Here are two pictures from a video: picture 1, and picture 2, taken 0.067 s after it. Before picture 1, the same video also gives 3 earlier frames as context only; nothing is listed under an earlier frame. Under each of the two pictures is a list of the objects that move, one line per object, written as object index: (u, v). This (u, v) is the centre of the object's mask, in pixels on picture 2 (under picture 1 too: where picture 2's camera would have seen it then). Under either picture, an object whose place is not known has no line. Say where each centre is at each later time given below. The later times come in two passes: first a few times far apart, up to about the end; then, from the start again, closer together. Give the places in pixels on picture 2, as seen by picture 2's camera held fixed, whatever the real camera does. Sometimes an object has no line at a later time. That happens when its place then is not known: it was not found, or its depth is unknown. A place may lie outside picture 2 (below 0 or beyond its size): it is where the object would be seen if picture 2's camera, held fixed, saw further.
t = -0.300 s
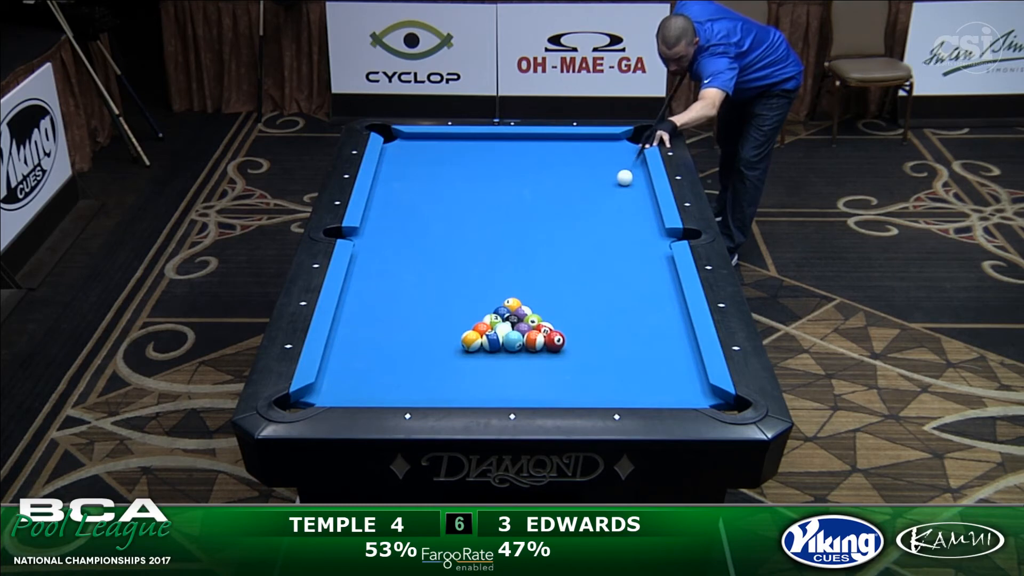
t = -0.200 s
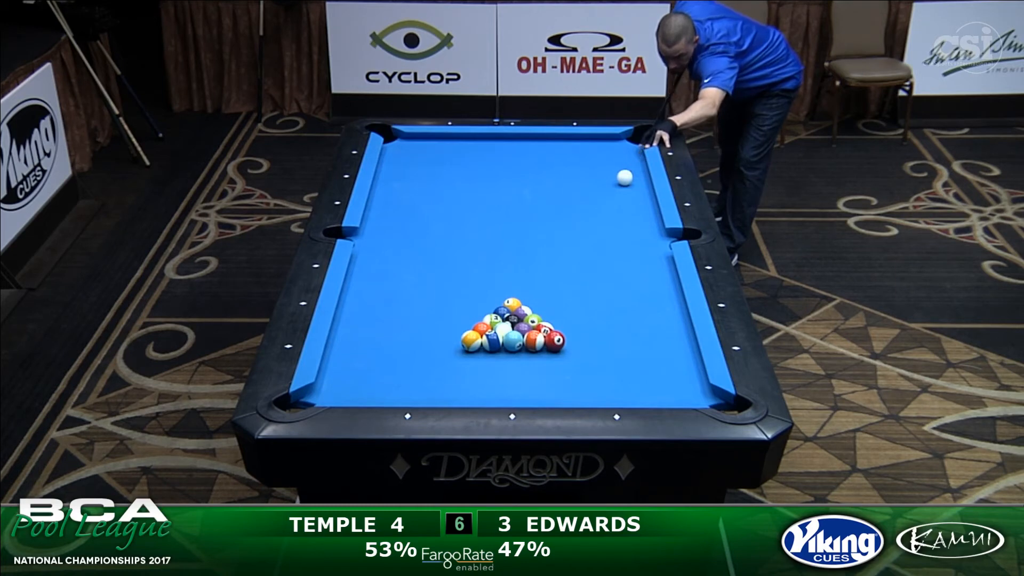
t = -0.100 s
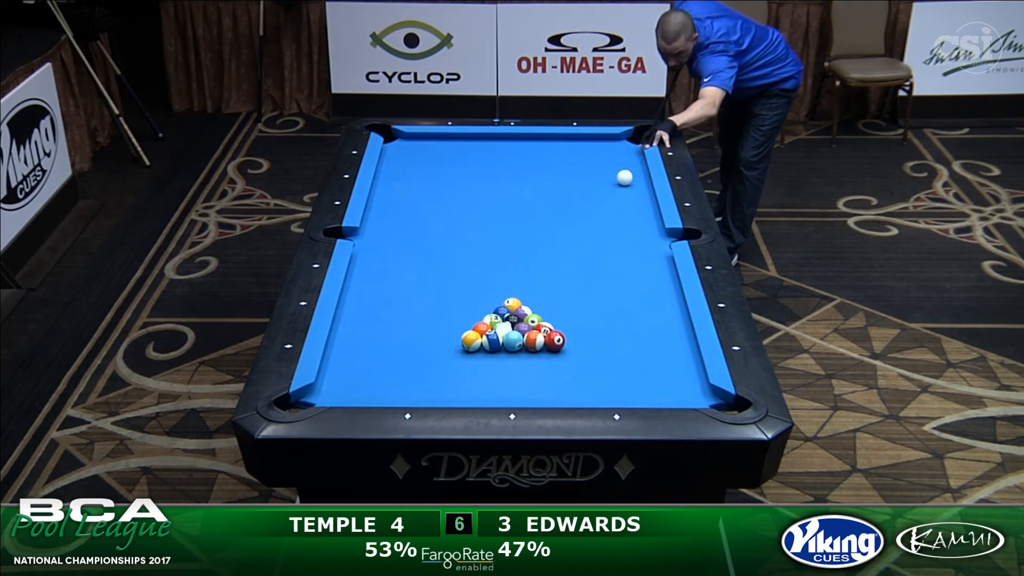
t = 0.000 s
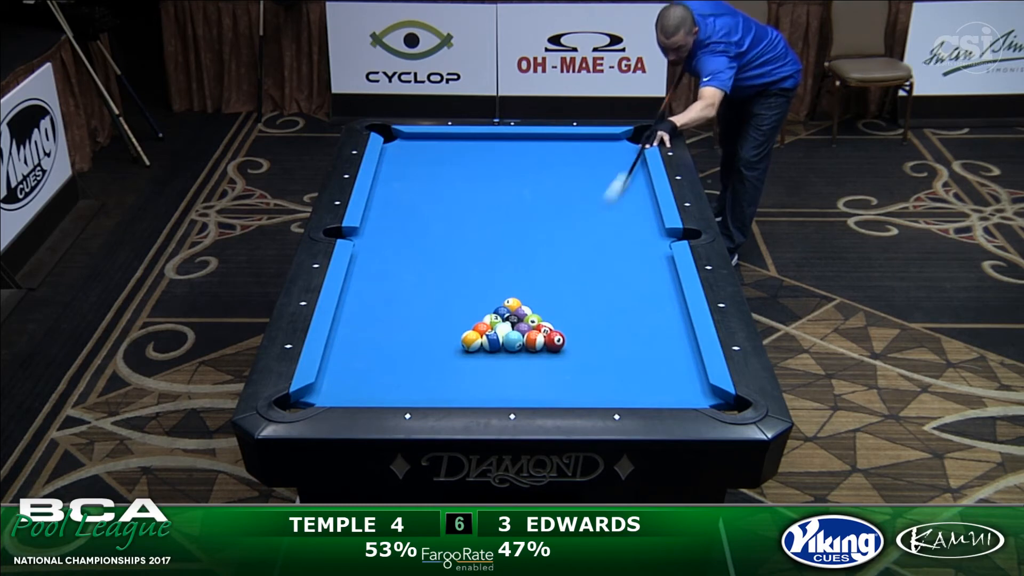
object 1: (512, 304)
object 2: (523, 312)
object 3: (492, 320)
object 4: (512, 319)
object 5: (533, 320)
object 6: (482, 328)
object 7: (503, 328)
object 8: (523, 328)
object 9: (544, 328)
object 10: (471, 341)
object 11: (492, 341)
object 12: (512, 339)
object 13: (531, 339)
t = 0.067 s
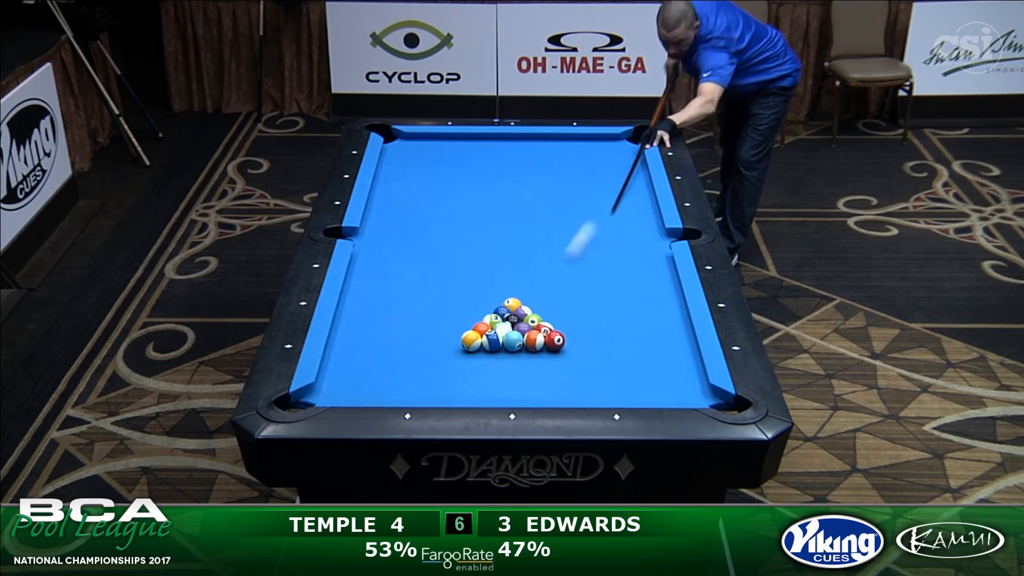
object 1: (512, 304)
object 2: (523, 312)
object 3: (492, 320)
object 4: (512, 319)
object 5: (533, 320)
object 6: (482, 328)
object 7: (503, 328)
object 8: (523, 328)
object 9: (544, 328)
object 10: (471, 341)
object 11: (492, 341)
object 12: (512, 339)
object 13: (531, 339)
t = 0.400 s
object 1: (506, 300)
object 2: (544, 309)
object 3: (402, 314)
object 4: (517, 309)
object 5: (538, 322)
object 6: (345, 322)
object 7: (508, 322)
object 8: (525, 333)
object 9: (559, 339)
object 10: (379, 386)
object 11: (420, 374)
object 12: (523, 378)
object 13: (605, 382)
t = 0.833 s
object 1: (496, 288)
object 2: (566, 306)
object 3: (393, 297)
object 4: (527, 300)
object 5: (515, 308)
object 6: (460, 316)
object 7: (478, 298)
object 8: (534, 335)
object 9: (581, 348)
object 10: (356, 332)
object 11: (381, 312)
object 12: (501, 333)
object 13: (664, 361)
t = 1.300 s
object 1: (486, 271)
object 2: (589, 299)
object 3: (440, 249)
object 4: (538, 289)
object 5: (485, 284)
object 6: (578, 311)
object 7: (447, 273)
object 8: (549, 343)
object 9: (601, 356)
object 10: (414, 284)
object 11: (351, 292)
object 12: (466, 314)
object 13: (670, 332)
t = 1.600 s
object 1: (481, 264)
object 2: (610, 290)
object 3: (452, 219)
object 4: (545, 284)
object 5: (470, 275)
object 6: (628, 316)
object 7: (459, 260)
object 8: (557, 346)
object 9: (611, 361)
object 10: (430, 262)
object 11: (368, 281)
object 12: (447, 304)
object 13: (654, 315)
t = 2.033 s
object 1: (485, 255)
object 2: (640, 278)
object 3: (466, 183)
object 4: (553, 277)
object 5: (450, 265)
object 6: (629, 319)
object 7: (482, 238)
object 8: (565, 350)
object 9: (623, 365)
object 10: (433, 239)
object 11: (391, 266)
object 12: (422, 291)
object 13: (663, 298)
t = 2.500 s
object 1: (492, 248)
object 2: (666, 265)
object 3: (479, 151)
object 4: (559, 272)
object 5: (431, 256)
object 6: (629, 320)
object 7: (501, 221)
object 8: (569, 352)
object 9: (629, 368)
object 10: (435, 217)
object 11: (411, 253)
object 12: (402, 279)
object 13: (633, 285)
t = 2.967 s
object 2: (648, 259)
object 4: (561, 269)
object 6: (629, 319)
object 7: (517, 204)
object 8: (569, 352)
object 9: (631, 368)
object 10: (438, 200)
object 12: (385, 270)
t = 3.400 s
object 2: (635, 255)
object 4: (562, 269)
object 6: (629, 320)
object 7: (529, 192)
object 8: (569, 352)
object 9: (631, 368)
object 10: (441, 187)
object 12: (373, 264)
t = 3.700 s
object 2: (630, 254)
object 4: (562, 269)
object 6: (629, 320)
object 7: (537, 185)
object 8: (569, 352)
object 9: (631, 368)
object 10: (443, 179)
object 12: (366, 261)
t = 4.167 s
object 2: (625, 252)
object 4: (562, 269)
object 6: (629, 320)
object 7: (547, 175)
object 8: (569, 352)
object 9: (631, 368)
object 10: (445, 168)
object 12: (360, 257)
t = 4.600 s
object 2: (625, 251)
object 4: (562, 269)
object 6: (629, 319)
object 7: (555, 168)
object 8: (569, 352)
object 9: (631, 368)
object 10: (448, 161)
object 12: (361, 255)
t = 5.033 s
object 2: (625, 251)
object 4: (562, 268)
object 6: (629, 319)
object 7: (562, 163)
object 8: (569, 352)
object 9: (631, 368)
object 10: (451, 155)
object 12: (361, 255)
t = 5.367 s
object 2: (625, 252)
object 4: (562, 268)
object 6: (629, 319)
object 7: (565, 160)
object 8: (569, 352)
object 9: (630, 368)
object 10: (452, 151)
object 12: (361, 255)
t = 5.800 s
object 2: (625, 251)
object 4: (562, 268)
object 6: (629, 319)
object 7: (569, 157)
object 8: (569, 352)
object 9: (630, 369)
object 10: (452, 148)
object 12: (361, 255)
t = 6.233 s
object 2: (625, 251)
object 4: (562, 268)
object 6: (629, 319)
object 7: (571, 156)
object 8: (569, 352)
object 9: (630, 369)
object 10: (452, 146)
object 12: (361, 255)
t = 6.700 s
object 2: (625, 252)
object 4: (562, 268)
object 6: (629, 319)
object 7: (571, 155)
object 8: (569, 352)
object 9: (630, 369)
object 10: (452, 146)
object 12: (361, 255)
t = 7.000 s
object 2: (625, 251)
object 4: (562, 268)
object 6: (629, 319)
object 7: (571, 155)
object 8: (569, 352)
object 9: (630, 369)
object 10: (452, 147)
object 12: (361, 255)
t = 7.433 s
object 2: (625, 252)
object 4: (562, 268)
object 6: (629, 319)
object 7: (571, 155)
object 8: (569, 352)
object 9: (630, 369)
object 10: (452, 147)
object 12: (361, 255)
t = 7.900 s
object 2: (625, 251)
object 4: (562, 268)
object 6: (629, 319)
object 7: (571, 155)
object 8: (569, 352)
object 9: (630, 369)
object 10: (452, 147)
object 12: (361, 255)
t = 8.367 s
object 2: (625, 252)
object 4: (562, 268)
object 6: (629, 319)
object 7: (571, 155)
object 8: (569, 352)
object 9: (630, 369)
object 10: (452, 147)
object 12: (361, 255)
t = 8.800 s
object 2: (625, 252)
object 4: (562, 268)
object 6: (629, 319)
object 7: (571, 155)
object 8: (569, 352)
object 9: (630, 369)
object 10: (452, 147)
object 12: (361, 255)
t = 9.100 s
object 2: (625, 252)
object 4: (562, 268)
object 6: (629, 319)
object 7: (571, 155)
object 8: (569, 352)
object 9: (630, 369)
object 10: (452, 147)
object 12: (361, 255)
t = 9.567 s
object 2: (625, 252)
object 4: (562, 268)
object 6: (629, 319)
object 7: (571, 155)
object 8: (569, 352)
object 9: (630, 369)
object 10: (452, 147)
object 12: (361, 255)
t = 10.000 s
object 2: (625, 252)
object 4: (562, 269)
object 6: (629, 319)
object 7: (571, 155)
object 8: (569, 352)
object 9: (630, 369)
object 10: (452, 147)
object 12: (361, 255)
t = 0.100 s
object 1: (512, 304)
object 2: (523, 312)
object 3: (492, 320)
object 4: (512, 319)
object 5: (533, 320)
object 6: (482, 328)
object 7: (503, 328)
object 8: (523, 328)
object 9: (544, 328)
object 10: (471, 341)
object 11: (492, 341)
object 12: (512, 339)
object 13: (531, 339)
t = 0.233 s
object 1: (510, 303)
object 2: (532, 310)
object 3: (455, 319)
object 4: (515, 316)
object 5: (535, 321)
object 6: (424, 327)
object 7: (505, 329)
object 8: (524, 333)
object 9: (549, 335)
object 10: (431, 366)
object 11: (457, 375)
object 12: (520, 372)
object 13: (566, 352)
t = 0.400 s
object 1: (506, 300)
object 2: (544, 309)
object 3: (402, 314)
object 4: (517, 309)
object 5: (538, 322)
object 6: (345, 322)
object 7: (508, 322)
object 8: (525, 333)
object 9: (559, 339)
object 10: (379, 386)
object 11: (420, 374)
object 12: (523, 378)
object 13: (605, 382)
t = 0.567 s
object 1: (502, 296)
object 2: (552, 308)
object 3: (351, 308)
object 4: (521, 305)
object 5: (540, 321)
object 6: (387, 320)
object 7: (511, 317)
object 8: (526, 332)
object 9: (568, 343)
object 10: (351, 364)
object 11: (403, 347)
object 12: (520, 351)
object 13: (636, 386)
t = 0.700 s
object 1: (499, 290)
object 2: (560, 304)
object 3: (367, 305)
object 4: (522, 301)
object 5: (522, 315)
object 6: (424, 318)
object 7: (498, 308)
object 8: (530, 332)
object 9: (575, 346)
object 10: (336, 347)
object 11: (392, 325)
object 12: (512, 339)
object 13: (652, 376)
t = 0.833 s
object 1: (496, 288)
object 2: (566, 306)
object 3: (393, 297)
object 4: (527, 300)
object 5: (515, 308)
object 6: (460, 316)
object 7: (478, 298)
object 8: (534, 335)
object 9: (581, 348)
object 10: (356, 332)
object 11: (381, 312)
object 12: (501, 333)
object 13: (664, 361)
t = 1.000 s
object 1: (492, 283)
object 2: (573, 305)
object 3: (420, 282)
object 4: (530, 292)
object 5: (504, 296)
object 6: (504, 313)
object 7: (456, 286)
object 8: (540, 338)
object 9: (589, 352)
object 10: (378, 314)
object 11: (367, 303)
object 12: (488, 326)
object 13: (681, 352)
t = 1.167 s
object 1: (488, 276)
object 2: (580, 303)
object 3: (434, 264)
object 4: (535, 292)
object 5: (493, 290)
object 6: (546, 311)
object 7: (447, 277)
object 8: (545, 341)
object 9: (596, 354)
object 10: (398, 297)
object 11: (357, 297)
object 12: (475, 319)
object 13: (682, 340)
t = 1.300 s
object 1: (486, 271)
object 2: (589, 299)
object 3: (440, 249)
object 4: (538, 289)
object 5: (485, 284)
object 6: (578, 311)
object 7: (447, 273)
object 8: (549, 343)
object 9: (601, 356)
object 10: (414, 284)
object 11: (351, 292)
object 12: (466, 314)
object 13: (670, 332)
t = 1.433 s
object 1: (484, 268)
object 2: (597, 296)
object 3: (445, 235)
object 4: (541, 287)
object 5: (478, 280)
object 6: (604, 314)
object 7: (447, 268)
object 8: (552, 345)
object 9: (606, 358)
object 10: (428, 273)
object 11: (359, 287)
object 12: (457, 310)
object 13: (659, 324)
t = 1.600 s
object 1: (481, 264)
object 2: (610, 290)
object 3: (452, 219)
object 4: (545, 284)
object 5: (470, 275)
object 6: (628, 316)
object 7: (459, 260)
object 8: (557, 346)
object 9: (611, 361)
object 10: (430, 262)
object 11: (368, 281)
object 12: (447, 304)
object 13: (654, 315)
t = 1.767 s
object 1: (481, 259)
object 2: (622, 286)
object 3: (458, 205)
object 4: (548, 281)
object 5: (462, 271)
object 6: (628, 318)
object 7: (468, 252)
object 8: (560, 348)
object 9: (616, 362)
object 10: (432, 253)
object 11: (378, 275)
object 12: (437, 298)
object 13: (671, 308)
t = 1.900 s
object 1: (483, 257)
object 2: (632, 281)
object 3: (462, 194)
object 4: (550, 279)
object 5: (456, 268)
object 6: (629, 319)
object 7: (475, 245)
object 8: (563, 349)
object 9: (620, 364)
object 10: (432, 246)
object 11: (385, 270)
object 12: (429, 295)
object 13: (673, 303)
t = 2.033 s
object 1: (485, 255)
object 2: (640, 278)
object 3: (466, 183)
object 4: (553, 277)
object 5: (450, 265)
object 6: (629, 319)
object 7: (482, 238)
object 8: (565, 350)
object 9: (623, 365)
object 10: (433, 239)
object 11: (391, 266)
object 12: (422, 291)
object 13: (663, 298)
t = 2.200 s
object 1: (488, 252)
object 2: (651, 273)
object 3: (471, 170)
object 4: (555, 275)
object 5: (443, 262)
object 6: (630, 320)
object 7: (489, 233)
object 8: (567, 352)
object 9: (626, 367)
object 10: (434, 231)
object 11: (399, 261)
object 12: (415, 286)
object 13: (652, 293)
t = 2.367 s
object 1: (490, 250)
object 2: (661, 269)
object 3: (476, 159)
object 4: (557, 273)
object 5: (436, 258)
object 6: (629, 320)
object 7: (495, 226)
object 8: (569, 352)
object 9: (628, 367)
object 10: (435, 223)
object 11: (406, 257)
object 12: (407, 282)
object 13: (641, 289)
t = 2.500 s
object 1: (492, 248)
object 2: (666, 265)
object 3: (479, 151)
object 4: (559, 272)
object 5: (431, 256)
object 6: (629, 320)
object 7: (501, 221)
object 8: (569, 352)
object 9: (629, 368)
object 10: (435, 217)
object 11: (411, 253)
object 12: (402, 279)
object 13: (633, 285)
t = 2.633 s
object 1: (494, 247)
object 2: (660, 263)
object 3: (482, 142)
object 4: (560, 271)
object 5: (429, 254)
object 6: (629, 320)
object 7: (506, 215)
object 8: (569, 353)
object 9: (630, 368)
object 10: (436, 212)
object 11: (413, 250)
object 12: (396, 276)
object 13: (626, 282)
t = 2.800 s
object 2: (653, 262)
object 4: (561, 270)
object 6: (629, 320)
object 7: (511, 210)
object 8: (569, 353)
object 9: (631, 369)
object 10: (437, 206)
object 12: (390, 273)
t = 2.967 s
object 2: (648, 259)
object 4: (561, 269)
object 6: (629, 319)
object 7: (517, 204)
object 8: (569, 352)
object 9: (631, 368)
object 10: (438, 200)
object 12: (385, 270)
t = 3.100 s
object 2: (643, 258)
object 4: (562, 269)
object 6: (629, 320)
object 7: (521, 201)
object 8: (569, 352)
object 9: (631, 368)
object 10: (439, 196)
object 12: (381, 268)
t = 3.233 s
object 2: (639, 257)
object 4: (562, 269)
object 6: (629, 320)
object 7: (525, 196)
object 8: (569, 352)
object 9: (631, 368)
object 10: (440, 192)
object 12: (377, 266)
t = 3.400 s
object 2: (635, 255)
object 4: (562, 269)
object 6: (629, 320)
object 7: (529, 192)
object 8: (569, 352)
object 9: (631, 368)
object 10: (441, 187)
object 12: (373, 264)
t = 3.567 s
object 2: (632, 254)
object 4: (562, 269)
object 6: (629, 320)
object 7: (534, 188)
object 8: (569, 352)
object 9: (631, 368)
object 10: (442, 182)
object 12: (369, 262)
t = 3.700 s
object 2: (630, 254)
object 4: (562, 269)
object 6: (629, 320)
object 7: (537, 185)
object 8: (569, 352)
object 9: (631, 368)
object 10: (443, 179)
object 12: (366, 261)
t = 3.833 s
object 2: (628, 253)
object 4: (562, 269)
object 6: (629, 320)
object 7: (540, 182)
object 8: (569, 352)
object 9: (631, 368)
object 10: (443, 176)
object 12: (364, 259)
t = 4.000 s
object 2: (626, 252)
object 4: (562, 269)
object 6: (629, 320)
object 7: (544, 178)
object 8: (569, 352)
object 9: (631, 368)
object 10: (444, 172)
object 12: (361, 257)
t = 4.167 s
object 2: (625, 252)
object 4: (562, 269)
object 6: (629, 320)
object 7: (547, 175)
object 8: (569, 352)
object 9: (631, 368)
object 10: (445, 168)
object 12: (360, 257)
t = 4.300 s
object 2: (624, 252)
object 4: (562, 269)
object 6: (629, 320)
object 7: (549, 173)
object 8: (569, 352)
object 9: (631, 368)
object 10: (446, 166)
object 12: (360, 256)
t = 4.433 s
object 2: (624, 251)
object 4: (562, 269)
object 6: (629, 319)
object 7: (552, 171)
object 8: (569, 352)
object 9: (631, 368)
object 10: (447, 163)
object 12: (361, 255)
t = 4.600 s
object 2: (625, 251)
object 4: (562, 269)
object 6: (629, 319)
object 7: (555, 168)
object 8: (569, 352)
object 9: (631, 368)
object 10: (448, 161)
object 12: (361, 255)
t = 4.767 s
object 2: (625, 251)
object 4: (562, 268)
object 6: (629, 319)
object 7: (558, 166)
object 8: (569, 352)
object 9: (631, 368)
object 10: (449, 159)
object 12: (361, 255)
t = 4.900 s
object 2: (625, 251)
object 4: (562, 268)
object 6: (629, 319)
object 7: (560, 164)
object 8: (569, 352)
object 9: (631, 368)
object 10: (450, 157)
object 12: (361, 255)
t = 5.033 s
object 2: (625, 251)
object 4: (562, 268)
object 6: (629, 319)
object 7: (562, 163)
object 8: (569, 352)
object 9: (631, 368)
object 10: (451, 155)
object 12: (361, 255)
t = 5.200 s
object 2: (625, 251)
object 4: (562, 268)
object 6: (629, 319)
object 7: (563, 162)
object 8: (569, 352)
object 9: (631, 368)
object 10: (451, 153)
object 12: (361, 255)
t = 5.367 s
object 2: (625, 252)
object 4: (562, 268)
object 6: (629, 319)
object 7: (565, 160)
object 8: (569, 352)
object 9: (630, 368)
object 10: (452, 151)
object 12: (361, 255)
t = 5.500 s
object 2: (625, 252)
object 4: (562, 268)
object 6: (629, 319)
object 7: (566, 159)
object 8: (569, 352)
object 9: (630, 368)
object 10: (452, 150)
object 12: (361, 255)
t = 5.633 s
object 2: (625, 252)
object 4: (562, 268)
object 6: (629, 319)
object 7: (568, 158)
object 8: (569, 352)
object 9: (630, 369)
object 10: (452, 149)
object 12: (361, 255)
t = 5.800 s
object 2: (625, 251)
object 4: (562, 268)
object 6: (629, 319)
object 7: (569, 157)
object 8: (569, 352)
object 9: (630, 369)
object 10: (452, 148)
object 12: (361, 255)
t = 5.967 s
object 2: (625, 251)
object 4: (562, 268)
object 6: (629, 319)
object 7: (570, 156)
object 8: (569, 352)
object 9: (630, 369)
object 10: (452, 148)
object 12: (361, 255)
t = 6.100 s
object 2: (625, 252)
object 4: (562, 268)
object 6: (629, 319)
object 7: (570, 156)
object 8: (569, 352)
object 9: (630, 369)
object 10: (452, 147)
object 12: (361, 255)
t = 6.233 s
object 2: (625, 251)
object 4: (562, 268)
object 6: (629, 319)
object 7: (571, 156)
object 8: (569, 352)
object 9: (630, 369)
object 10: (452, 146)
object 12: (361, 255)
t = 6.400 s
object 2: (625, 252)
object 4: (562, 268)
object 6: (629, 319)
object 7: (571, 155)
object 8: (569, 352)
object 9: (630, 369)
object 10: (452, 146)
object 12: (361, 255)
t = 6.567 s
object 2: (625, 251)
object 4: (562, 268)
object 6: (629, 319)
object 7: (571, 155)
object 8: (569, 352)
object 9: (630, 369)
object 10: (452, 146)
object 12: (361, 255)
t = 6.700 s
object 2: (625, 252)
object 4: (562, 268)
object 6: (629, 319)
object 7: (571, 155)
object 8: (569, 352)
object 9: (630, 369)
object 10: (452, 146)
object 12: (361, 255)
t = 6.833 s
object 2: (625, 252)
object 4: (562, 268)
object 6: (629, 319)
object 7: (571, 155)
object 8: (569, 352)
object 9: (630, 369)
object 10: (452, 147)
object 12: (361, 255)
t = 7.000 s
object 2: (625, 251)
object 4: (562, 268)
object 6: (629, 319)
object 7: (571, 155)
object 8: (569, 352)
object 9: (630, 369)
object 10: (452, 147)
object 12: (361, 255)
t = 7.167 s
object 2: (625, 252)
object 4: (562, 268)
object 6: (629, 319)
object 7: (571, 155)
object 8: (569, 352)
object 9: (630, 369)
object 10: (452, 147)
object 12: (361, 255)
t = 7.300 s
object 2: (625, 252)
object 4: (562, 268)
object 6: (629, 319)
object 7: (571, 155)
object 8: (569, 352)
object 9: (630, 369)
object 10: (452, 147)
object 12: (361, 255)
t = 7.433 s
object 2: (625, 252)
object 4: (562, 268)
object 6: (629, 319)
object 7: (571, 155)
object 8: (569, 352)
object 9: (630, 369)
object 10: (452, 147)
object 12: (361, 255)
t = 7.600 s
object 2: (625, 251)
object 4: (562, 268)
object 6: (629, 319)
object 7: (571, 155)
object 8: (569, 352)
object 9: (630, 369)
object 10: (452, 147)
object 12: (361, 255)
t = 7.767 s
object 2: (625, 251)
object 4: (562, 268)
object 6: (629, 319)
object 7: (571, 155)
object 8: (569, 352)
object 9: (630, 369)
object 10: (452, 147)
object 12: (361, 255)
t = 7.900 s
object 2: (625, 251)
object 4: (562, 268)
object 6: (629, 319)
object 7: (571, 155)
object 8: (569, 352)
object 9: (630, 369)
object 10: (452, 147)
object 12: (361, 255)
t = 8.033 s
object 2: (625, 251)
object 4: (562, 268)
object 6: (629, 319)
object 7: (571, 155)
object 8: (569, 352)
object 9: (630, 369)
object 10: (452, 147)
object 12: (361, 255)
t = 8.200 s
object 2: (625, 252)
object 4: (562, 268)
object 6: (629, 319)
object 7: (571, 155)
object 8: (569, 352)
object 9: (630, 369)
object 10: (452, 147)
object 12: (361, 255)
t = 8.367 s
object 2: (625, 252)
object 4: (562, 268)
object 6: (629, 319)
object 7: (571, 155)
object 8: (569, 352)
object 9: (630, 369)
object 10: (452, 147)
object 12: (361, 255)
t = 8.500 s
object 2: (625, 252)
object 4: (562, 268)
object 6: (629, 319)
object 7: (571, 155)
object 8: (569, 352)
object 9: (630, 369)
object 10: (452, 147)
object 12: (361, 255)
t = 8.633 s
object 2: (625, 252)
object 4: (562, 268)
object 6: (629, 319)
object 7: (571, 155)
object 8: (569, 352)
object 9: (630, 369)
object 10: (452, 147)
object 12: (361, 255)
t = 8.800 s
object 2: (625, 252)
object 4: (562, 268)
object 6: (629, 319)
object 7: (571, 155)
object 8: (569, 352)
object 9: (630, 369)
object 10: (452, 147)
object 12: (361, 255)
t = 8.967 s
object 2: (625, 251)
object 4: (562, 268)
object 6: (629, 319)
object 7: (571, 155)
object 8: (569, 352)
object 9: (630, 369)
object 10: (452, 147)
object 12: (361, 255)
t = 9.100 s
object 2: (625, 252)
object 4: (562, 268)
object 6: (629, 319)
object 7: (571, 155)
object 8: (569, 352)
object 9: (630, 369)
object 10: (452, 147)
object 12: (361, 255)
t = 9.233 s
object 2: (625, 251)
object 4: (562, 268)
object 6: (629, 319)
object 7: (571, 155)
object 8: (569, 352)
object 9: (630, 369)
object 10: (452, 147)
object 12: (361, 255)
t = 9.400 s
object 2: (625, 252)
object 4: (562, 268)
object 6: (629, 319)
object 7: (571, 155)
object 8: (569, 352)
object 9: (630, 369)
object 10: (452, 147)
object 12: (361, 255)
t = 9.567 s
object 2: (625, 252)
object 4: (562, 268)
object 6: (629, 319)
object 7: (571, 155)
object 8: (569, 352)
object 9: (630, 369)
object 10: (452, 147)
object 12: (361, 255)
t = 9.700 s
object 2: (625, 252)
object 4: (562, 269)
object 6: (629, 319)
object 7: (571, 155)
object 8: (569, 352)
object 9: (630, 369)
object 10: (452, 147)
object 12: (361, 255)
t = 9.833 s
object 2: (625, 252)
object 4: (562, 269)
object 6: (629, 319)
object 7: (571, 155)
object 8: (569, 352)
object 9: (630, 369)
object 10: (452, 147)
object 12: (361, 255)
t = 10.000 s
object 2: (625, 252)
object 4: (562, 269)
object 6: (629, 319)
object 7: (571, 155)
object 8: (569, 352)
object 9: (630, 369)
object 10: (452, 147)
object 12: (361, 255)
